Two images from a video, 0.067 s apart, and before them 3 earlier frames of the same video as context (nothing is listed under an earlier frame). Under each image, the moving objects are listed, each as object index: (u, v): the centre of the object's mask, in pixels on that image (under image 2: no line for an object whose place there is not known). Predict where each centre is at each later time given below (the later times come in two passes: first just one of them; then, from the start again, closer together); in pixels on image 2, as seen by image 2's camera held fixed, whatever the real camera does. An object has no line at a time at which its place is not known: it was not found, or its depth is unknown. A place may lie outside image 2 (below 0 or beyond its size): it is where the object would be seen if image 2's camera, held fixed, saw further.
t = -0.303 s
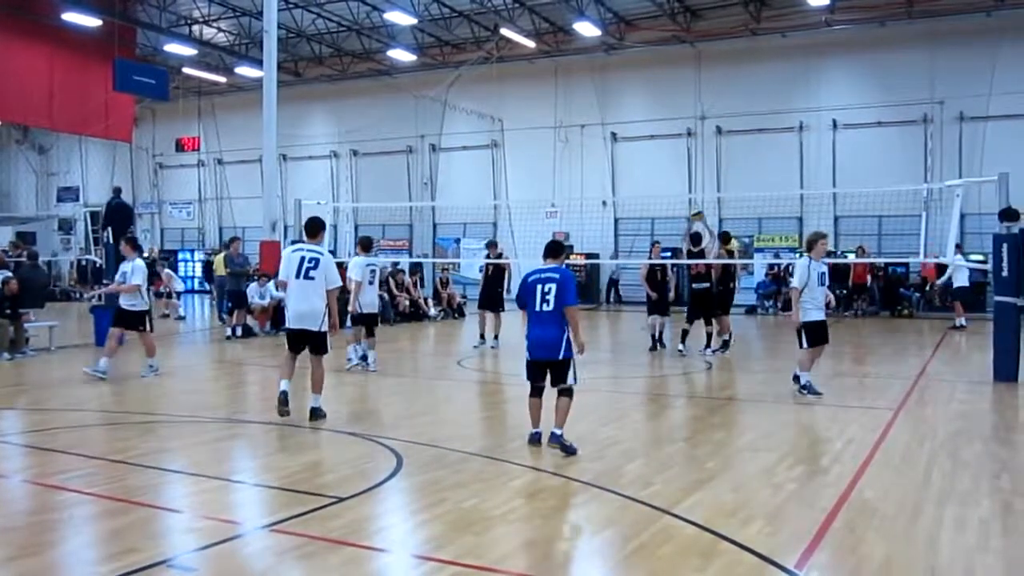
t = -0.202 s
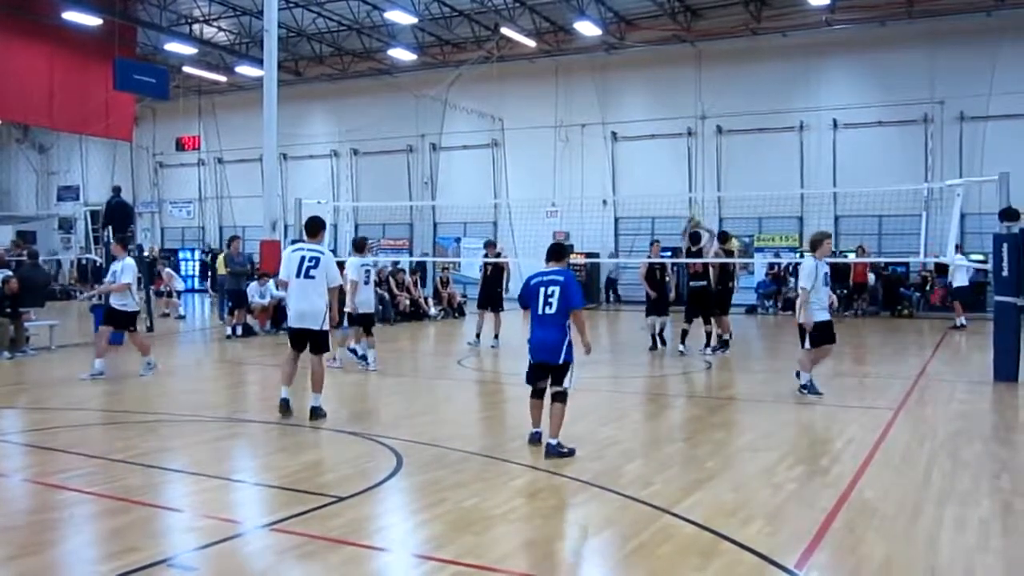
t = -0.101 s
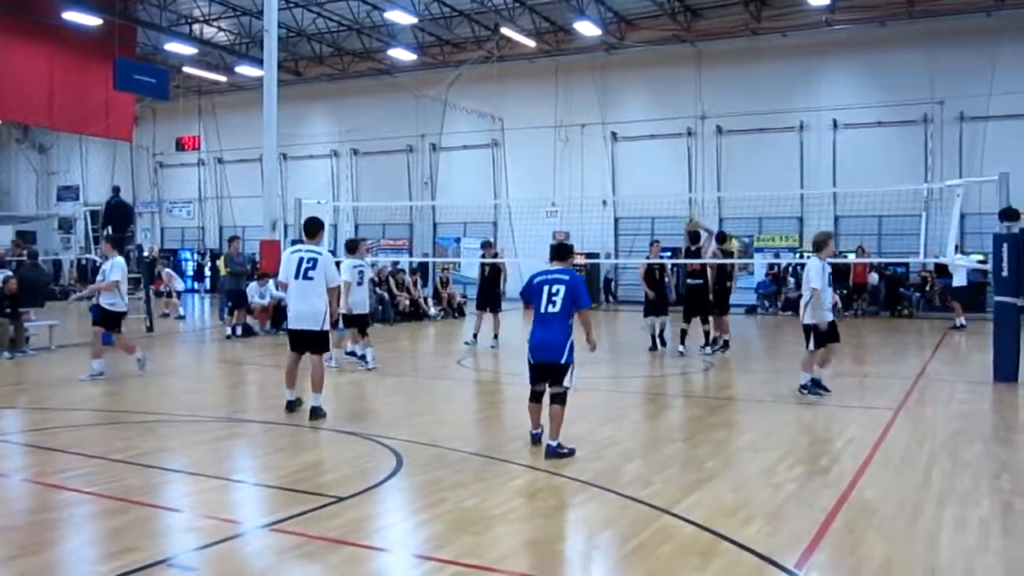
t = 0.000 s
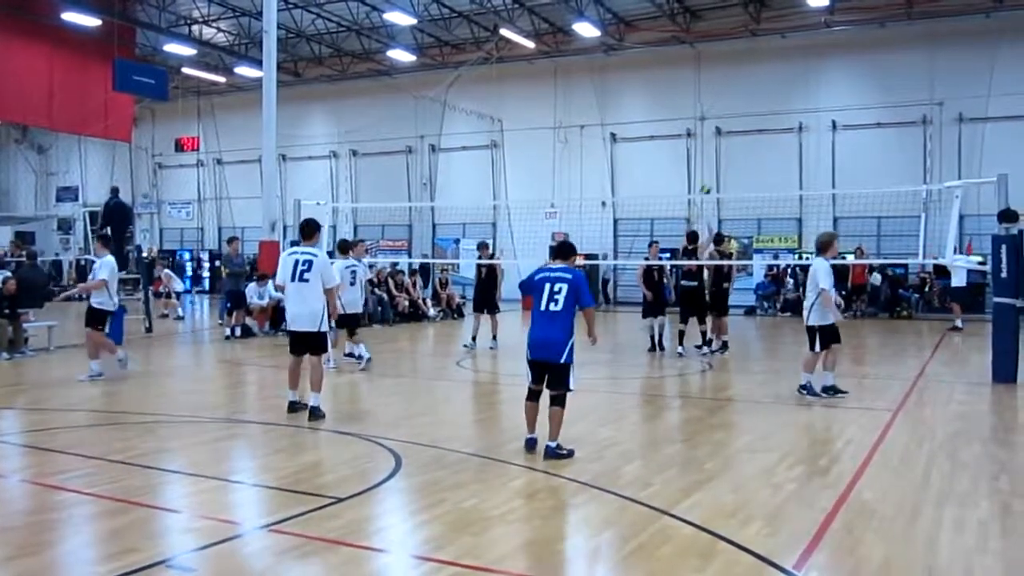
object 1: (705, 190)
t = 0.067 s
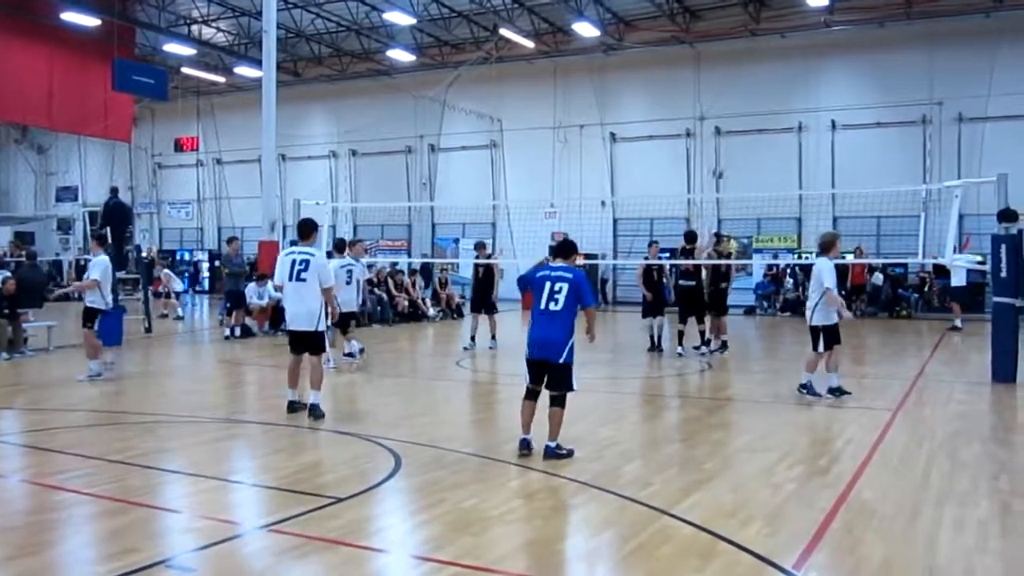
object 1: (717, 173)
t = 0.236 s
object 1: (746, 148)
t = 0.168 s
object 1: (735, 156)
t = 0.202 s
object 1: (740, 152)
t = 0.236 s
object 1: (746, 148)
